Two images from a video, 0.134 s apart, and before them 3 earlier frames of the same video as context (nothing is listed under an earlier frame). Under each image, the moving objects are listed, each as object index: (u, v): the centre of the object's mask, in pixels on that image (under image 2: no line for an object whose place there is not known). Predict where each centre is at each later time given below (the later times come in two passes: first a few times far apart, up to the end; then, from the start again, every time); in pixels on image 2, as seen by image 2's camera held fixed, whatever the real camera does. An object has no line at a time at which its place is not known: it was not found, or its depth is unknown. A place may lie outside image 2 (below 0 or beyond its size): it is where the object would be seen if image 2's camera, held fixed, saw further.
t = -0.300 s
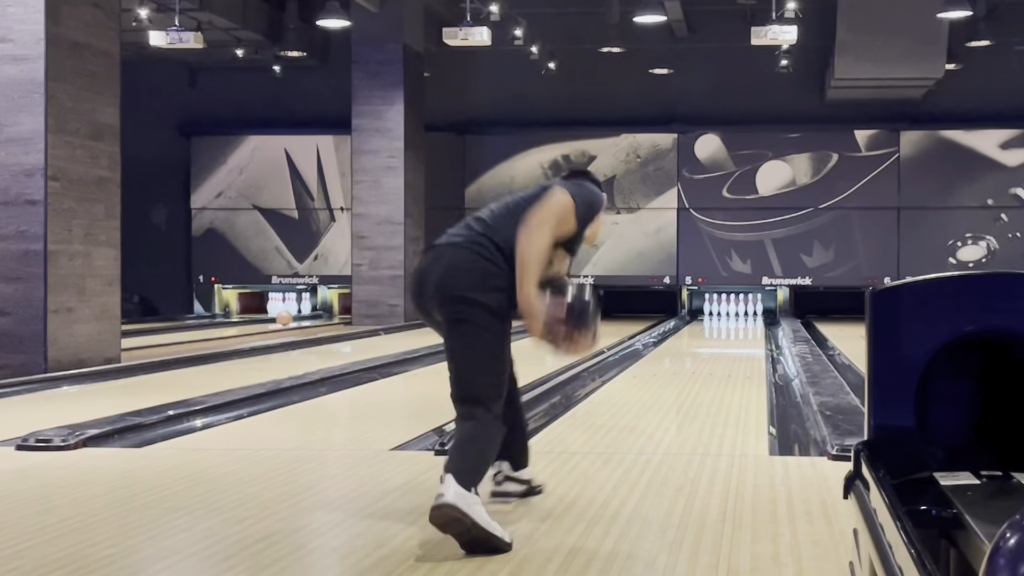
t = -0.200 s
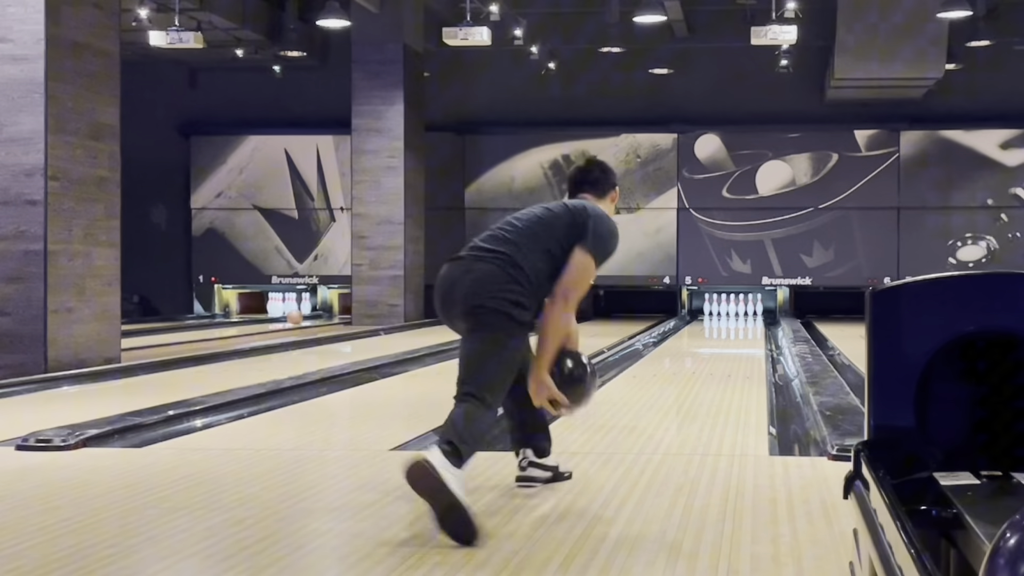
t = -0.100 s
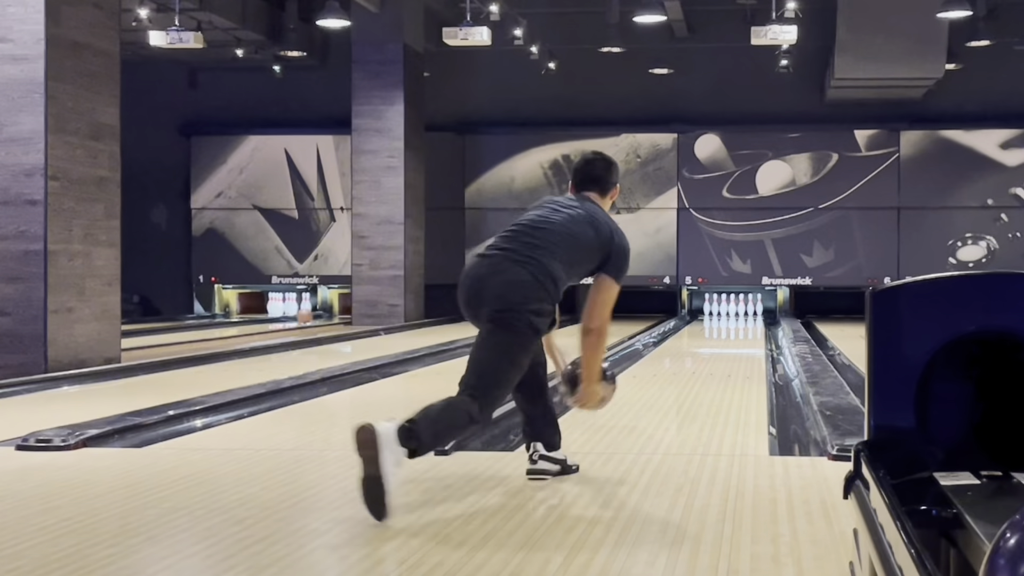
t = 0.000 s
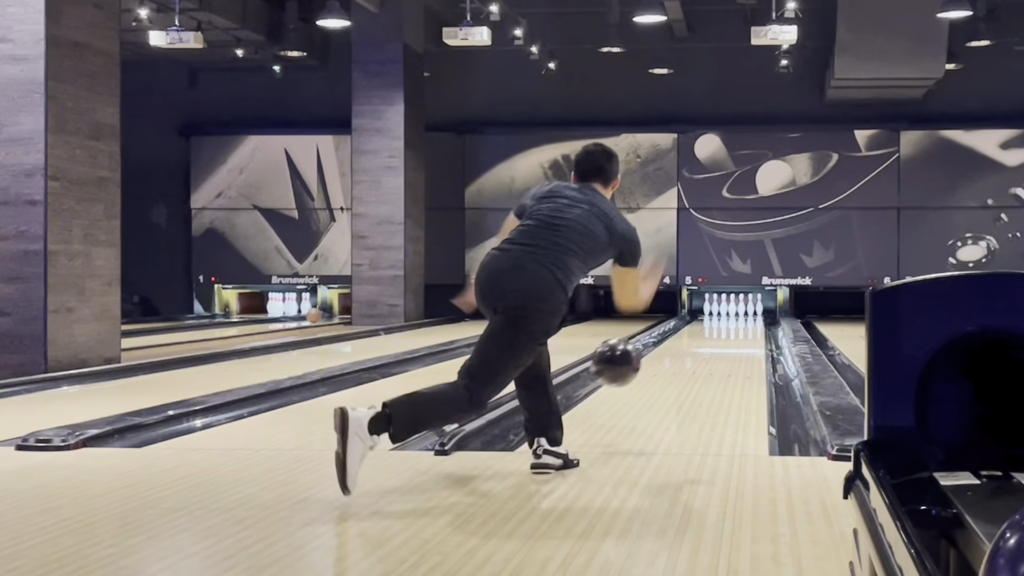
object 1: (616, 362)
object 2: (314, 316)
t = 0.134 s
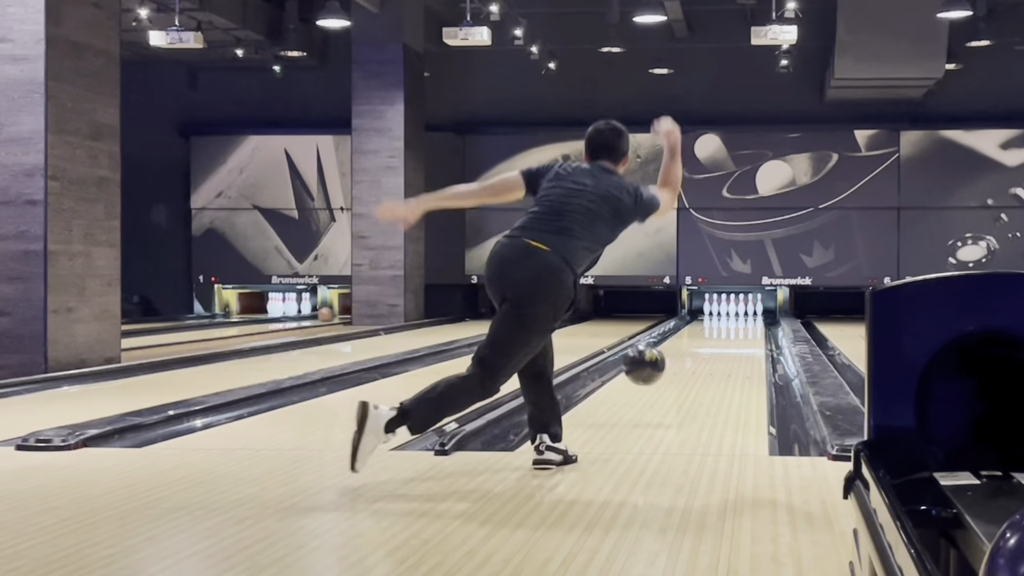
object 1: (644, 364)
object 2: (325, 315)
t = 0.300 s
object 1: (670, 380)
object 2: (339, 315)
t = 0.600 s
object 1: (701, 360)
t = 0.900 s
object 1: (721, 346)
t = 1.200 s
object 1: (734, 335)
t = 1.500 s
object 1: (743, 327)
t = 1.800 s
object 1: (748, 321)
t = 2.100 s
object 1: (749, 317)
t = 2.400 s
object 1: (742, 313)
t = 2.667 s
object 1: (736, 311)
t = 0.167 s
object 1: (649, 369)
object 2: (327, 314)
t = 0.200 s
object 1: (655, 377)
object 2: (330, 314)
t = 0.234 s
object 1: (661, 386)
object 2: (332, 314)
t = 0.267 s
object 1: (666, 384)
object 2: (335, 313)
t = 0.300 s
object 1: (670, 380)
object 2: (339, 315)
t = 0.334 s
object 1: (674, 377)
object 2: (340, 314)
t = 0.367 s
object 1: (679, 377)
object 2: (344, 313)
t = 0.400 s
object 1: (682, 374)
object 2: (345, 313)
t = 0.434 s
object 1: (686, 371)
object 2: (346, 312)
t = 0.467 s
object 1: (689, 368)
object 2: (348, 312)
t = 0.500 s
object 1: (692, 366)
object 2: (348, 311)
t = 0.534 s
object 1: (695, 364)
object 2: (349, 311)
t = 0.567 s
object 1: (698, 362)
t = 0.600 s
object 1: (701, 360)
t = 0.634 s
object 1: (704, 358)
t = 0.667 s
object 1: (706, 356)
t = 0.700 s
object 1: (709, 355)
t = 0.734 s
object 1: (711, 353)
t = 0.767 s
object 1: (713, 352)
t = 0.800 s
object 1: (715, 350)
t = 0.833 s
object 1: (717, 349)
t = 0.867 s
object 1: (719, 347)
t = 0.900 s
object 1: (721, 346)
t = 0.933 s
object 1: (722, 345)
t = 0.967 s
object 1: (724, 343)
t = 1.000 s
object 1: (726, 342)
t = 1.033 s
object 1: (727, 341)
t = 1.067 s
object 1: (729, 339)
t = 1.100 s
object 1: (730, 338)
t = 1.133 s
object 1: (731, 337)
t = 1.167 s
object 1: (733, 336)
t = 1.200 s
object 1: (734, 335)
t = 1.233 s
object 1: (735, 334)
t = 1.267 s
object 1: (736, 334)
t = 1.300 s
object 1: (737, 332)
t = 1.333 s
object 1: (738, 331)
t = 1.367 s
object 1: (739, 330)
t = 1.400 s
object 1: (740, 330)
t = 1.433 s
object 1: (741, 329)
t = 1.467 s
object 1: (742, 328)
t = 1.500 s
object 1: (743, 327)
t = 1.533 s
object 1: (744, 326)
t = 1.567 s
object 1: (745, 326)
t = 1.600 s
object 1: (745, 325)
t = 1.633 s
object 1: (746, 324)
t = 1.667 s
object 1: (747, 324)
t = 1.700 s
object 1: (747, 323)
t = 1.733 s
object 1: (748, 322)
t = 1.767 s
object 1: (748, 322)
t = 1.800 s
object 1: (748, 321)
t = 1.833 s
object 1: (749, 321)
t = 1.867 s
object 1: (749, 320)
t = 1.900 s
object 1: (749, 320)
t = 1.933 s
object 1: (749, 319)
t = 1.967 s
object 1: (749, 318)
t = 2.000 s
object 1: (749, 318)
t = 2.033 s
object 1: (749, 318)
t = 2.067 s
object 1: (749, 317)
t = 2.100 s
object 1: (749, 317)
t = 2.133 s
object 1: (748, 316)
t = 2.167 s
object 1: (748, 316)
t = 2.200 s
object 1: (747, 316)
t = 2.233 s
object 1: (746, 315)
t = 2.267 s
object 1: (745, 315)
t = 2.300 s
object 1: (744, 314)
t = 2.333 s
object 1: (743, 314)
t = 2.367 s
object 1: (743, 314)
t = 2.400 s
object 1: (742, 313)
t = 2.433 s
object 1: (741, 313)
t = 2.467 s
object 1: (740, 313)
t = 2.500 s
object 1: (740, 312)
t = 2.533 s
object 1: (739, 312)
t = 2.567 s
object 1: (738, 312)
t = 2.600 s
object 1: (737, 312)
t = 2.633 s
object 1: (736, 311)
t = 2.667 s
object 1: (736, 311)
